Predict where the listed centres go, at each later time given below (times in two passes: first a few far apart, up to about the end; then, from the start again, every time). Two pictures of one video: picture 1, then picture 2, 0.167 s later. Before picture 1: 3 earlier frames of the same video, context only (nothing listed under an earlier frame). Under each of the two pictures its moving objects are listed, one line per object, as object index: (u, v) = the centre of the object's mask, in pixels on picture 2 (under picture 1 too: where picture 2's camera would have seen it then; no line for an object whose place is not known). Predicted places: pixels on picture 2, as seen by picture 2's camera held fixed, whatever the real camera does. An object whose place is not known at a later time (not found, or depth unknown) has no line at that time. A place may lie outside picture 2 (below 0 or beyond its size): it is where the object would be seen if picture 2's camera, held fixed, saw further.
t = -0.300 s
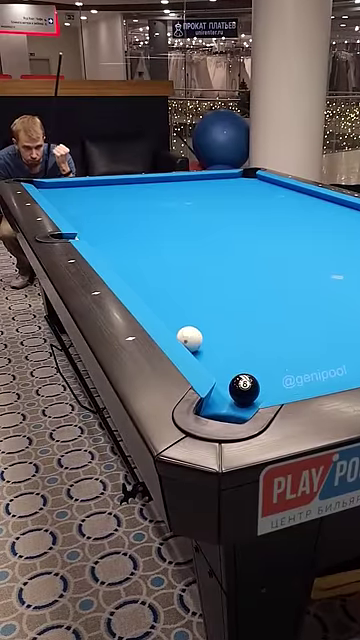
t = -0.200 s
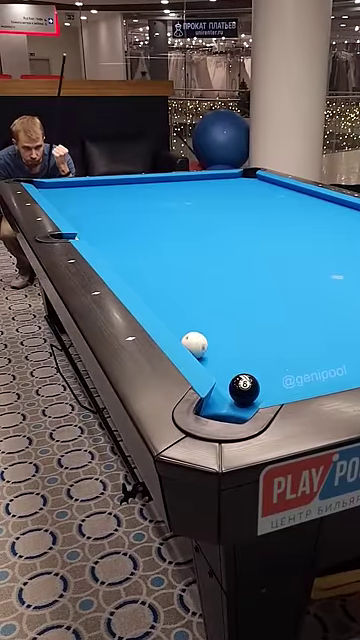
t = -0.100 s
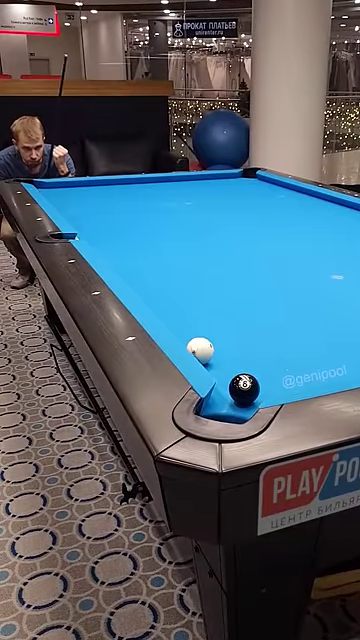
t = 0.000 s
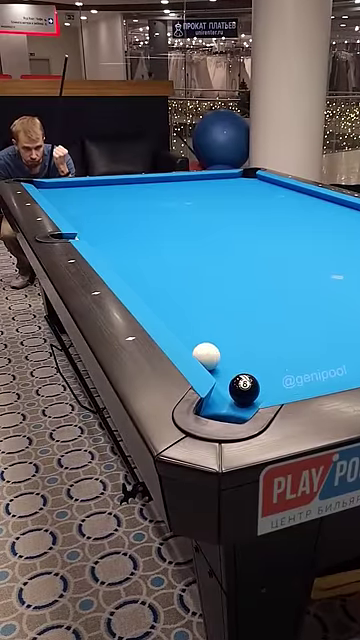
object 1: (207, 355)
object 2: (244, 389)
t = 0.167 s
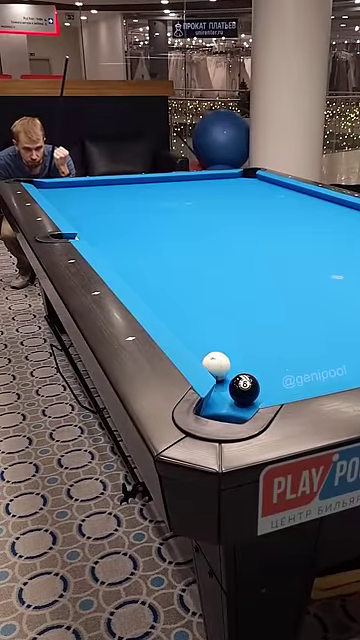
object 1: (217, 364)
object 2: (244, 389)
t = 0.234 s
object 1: (221, 369)
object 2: (244, 389)
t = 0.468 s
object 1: (226, 378)
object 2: (250, 394)
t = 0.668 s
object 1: (228, 379)
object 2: (252, 398)
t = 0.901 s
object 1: (229, 378)
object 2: (246, 400)
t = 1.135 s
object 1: (229, 377)
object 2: (237, 403)
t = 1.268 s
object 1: (229, 379)
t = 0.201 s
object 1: (219, 367)
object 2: (244, 389)
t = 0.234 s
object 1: (221, 369)
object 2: (244, 389)
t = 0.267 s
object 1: (222, 371)
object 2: (244, 389)
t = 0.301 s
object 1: (224, 372)
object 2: (244, 389)
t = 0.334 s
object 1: (225, 374)
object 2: (244, 389)
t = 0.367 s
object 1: (225, 376)
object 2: (246, 391)
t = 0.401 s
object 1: (226, 377)
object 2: (247, 392)
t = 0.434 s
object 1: (226, 377)
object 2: (249, 393)
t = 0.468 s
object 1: (226, 378)
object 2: (250, 394)
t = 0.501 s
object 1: (227, 378)
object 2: (252, 395)
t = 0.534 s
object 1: (227, 379)
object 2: (253, 395)
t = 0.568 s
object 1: (228, 379)
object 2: (254, 396)
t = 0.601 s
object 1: (228, 379)
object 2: (254, 397)
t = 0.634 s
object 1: (228, 379)
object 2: (253, 397)
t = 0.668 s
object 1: (228, 379)
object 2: (252, 398)
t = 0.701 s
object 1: (229, 379)
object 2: (251, 398)
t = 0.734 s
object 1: (229, 379)
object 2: (250, 398)
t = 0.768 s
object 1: (229, 379)
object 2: (249, 399)
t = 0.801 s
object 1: (229, 379)
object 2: (248, 398)
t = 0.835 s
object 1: (229, 379)
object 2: (247, 399)
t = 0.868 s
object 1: (229, 378)
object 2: (246, 399)
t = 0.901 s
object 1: (229, 378)
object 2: (246, 400)
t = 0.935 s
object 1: (229, 378)
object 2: (245, 400)
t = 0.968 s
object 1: (229, 378)
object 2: (244, 399)
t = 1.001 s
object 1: (229, 378)
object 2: (243, 400)
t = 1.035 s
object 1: (229, 378)
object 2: (242, 400)
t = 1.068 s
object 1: (228, 378)
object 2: (240, 401)
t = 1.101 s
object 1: (229, 377)
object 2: (239, 401)
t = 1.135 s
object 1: (229, 377)
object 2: (237, 403)
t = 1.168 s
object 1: (229, 378)
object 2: (235, 405)
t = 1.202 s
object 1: (229, 379)
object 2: (233, 411)
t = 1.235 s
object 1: (229, 379)
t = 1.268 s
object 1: (229, 379)
